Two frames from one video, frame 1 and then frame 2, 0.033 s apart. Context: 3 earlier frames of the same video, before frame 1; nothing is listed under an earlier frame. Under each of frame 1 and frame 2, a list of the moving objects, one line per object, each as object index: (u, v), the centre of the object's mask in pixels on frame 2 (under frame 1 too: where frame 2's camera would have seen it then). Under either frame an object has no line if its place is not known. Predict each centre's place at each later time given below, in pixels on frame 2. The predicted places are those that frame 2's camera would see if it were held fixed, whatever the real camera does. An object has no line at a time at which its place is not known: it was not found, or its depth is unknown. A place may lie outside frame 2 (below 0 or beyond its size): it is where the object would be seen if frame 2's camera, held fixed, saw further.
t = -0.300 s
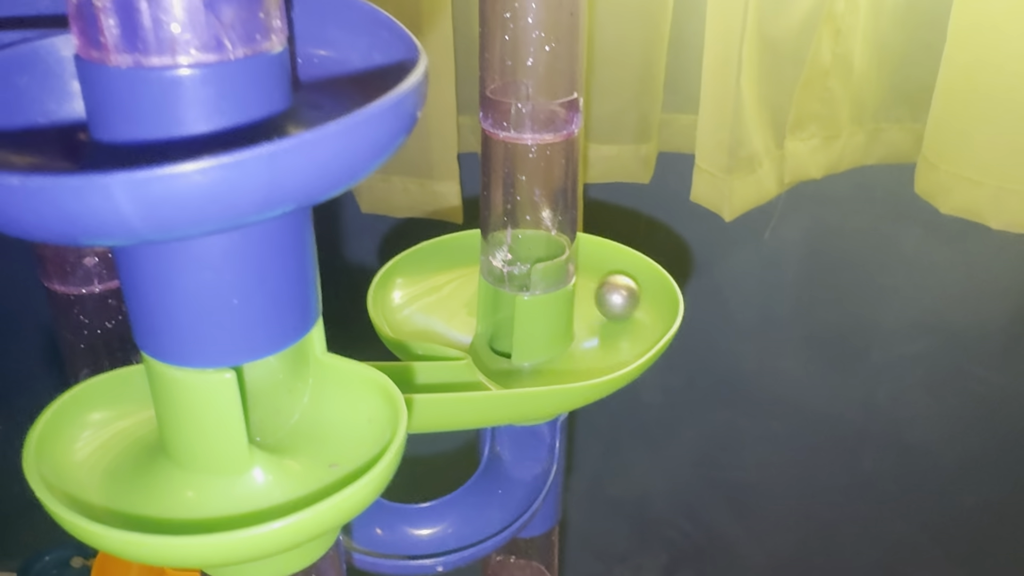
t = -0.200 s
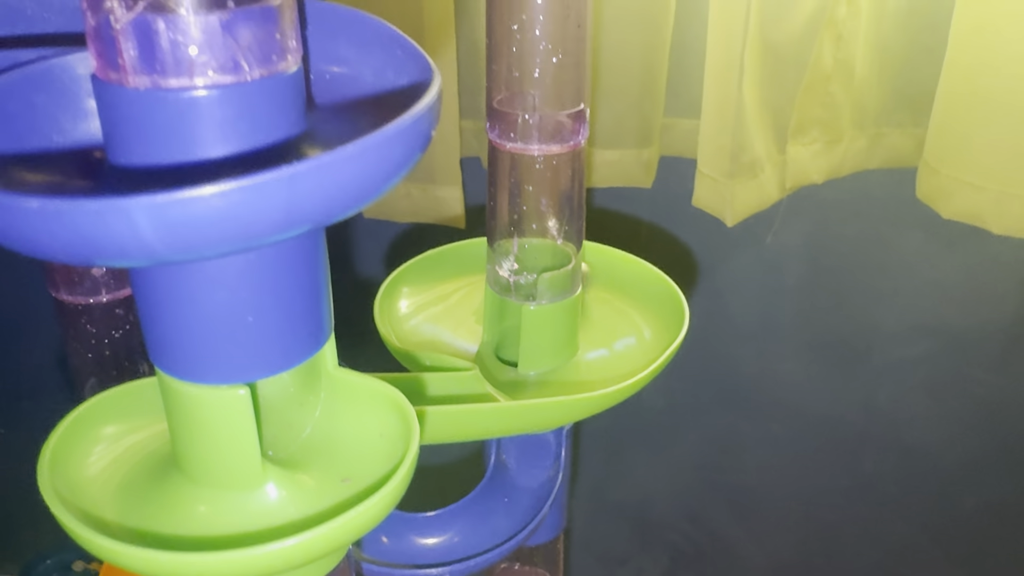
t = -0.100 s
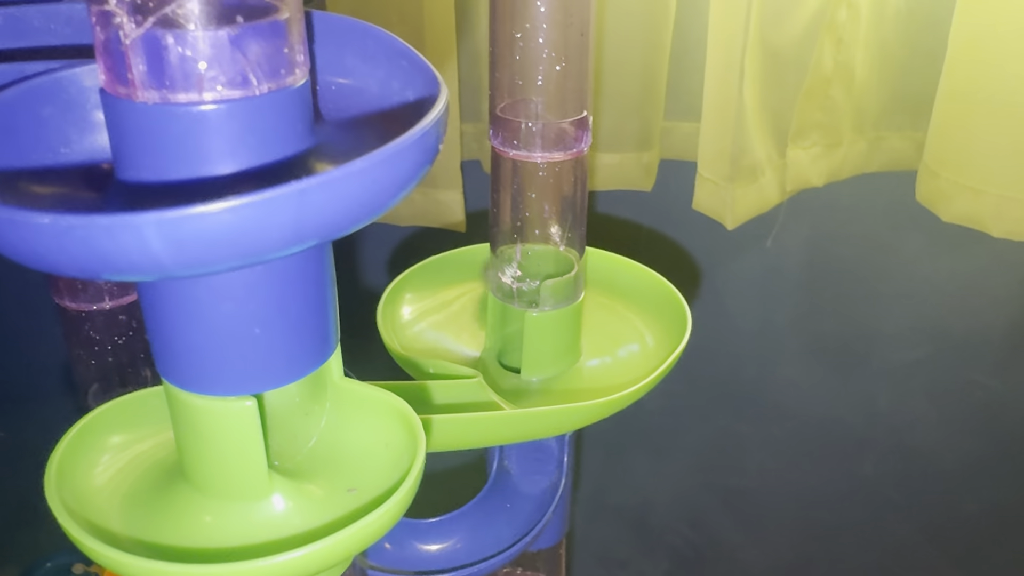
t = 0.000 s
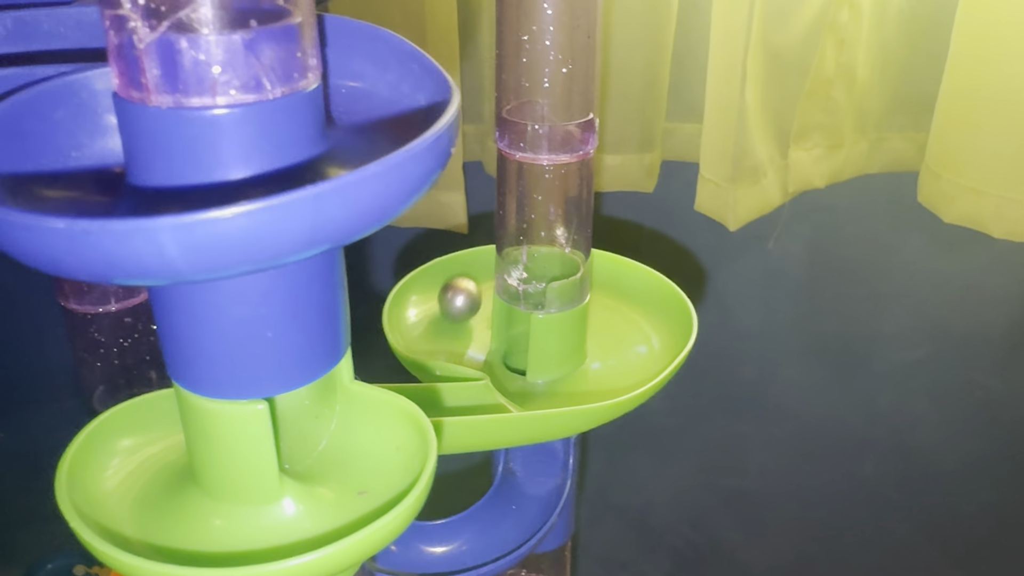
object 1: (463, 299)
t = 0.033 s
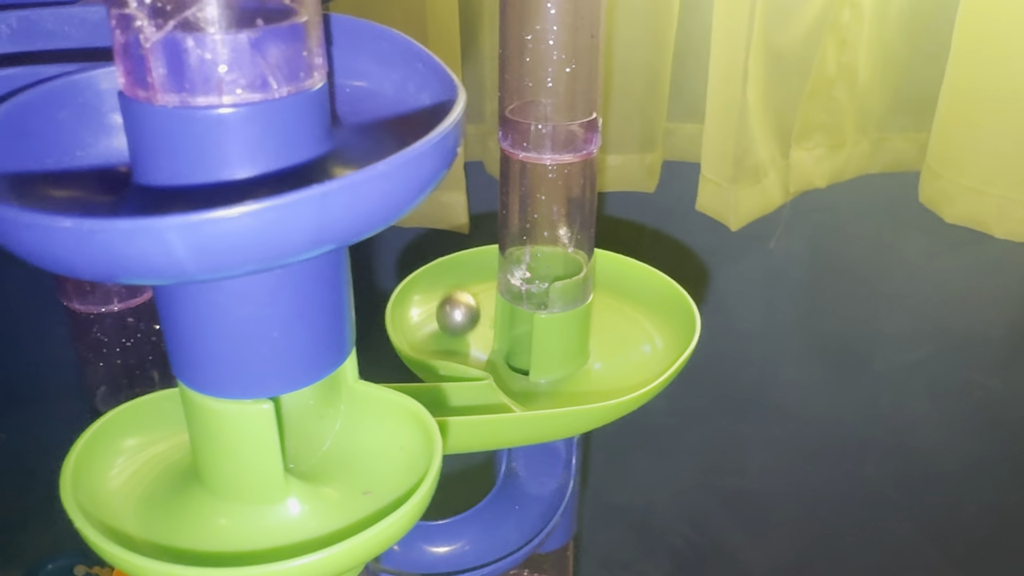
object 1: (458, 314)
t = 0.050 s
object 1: (459, 321)
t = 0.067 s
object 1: (462, 330)
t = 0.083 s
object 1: (468, 338)
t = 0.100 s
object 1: (477, 344)
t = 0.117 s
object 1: (488, 351)
